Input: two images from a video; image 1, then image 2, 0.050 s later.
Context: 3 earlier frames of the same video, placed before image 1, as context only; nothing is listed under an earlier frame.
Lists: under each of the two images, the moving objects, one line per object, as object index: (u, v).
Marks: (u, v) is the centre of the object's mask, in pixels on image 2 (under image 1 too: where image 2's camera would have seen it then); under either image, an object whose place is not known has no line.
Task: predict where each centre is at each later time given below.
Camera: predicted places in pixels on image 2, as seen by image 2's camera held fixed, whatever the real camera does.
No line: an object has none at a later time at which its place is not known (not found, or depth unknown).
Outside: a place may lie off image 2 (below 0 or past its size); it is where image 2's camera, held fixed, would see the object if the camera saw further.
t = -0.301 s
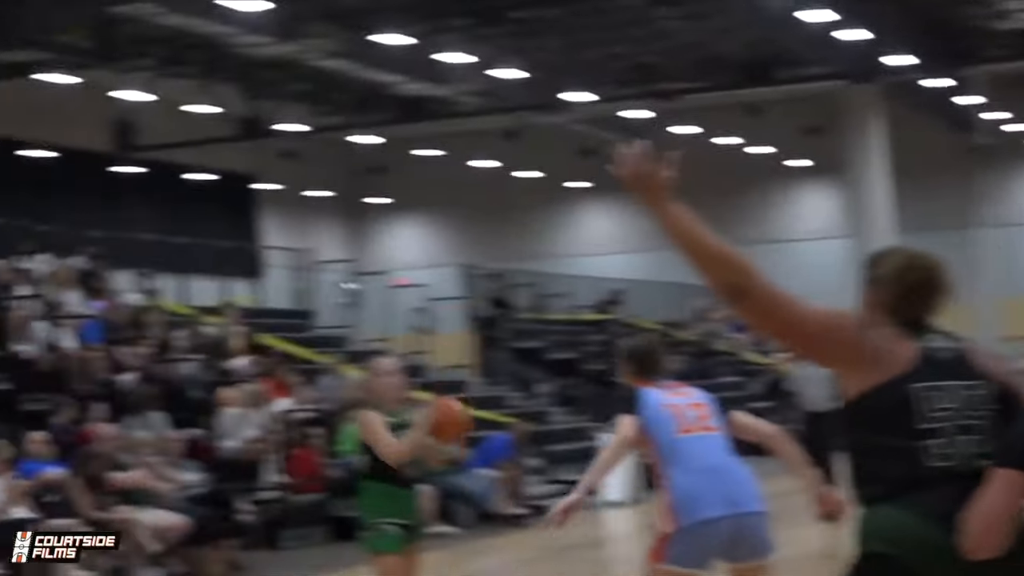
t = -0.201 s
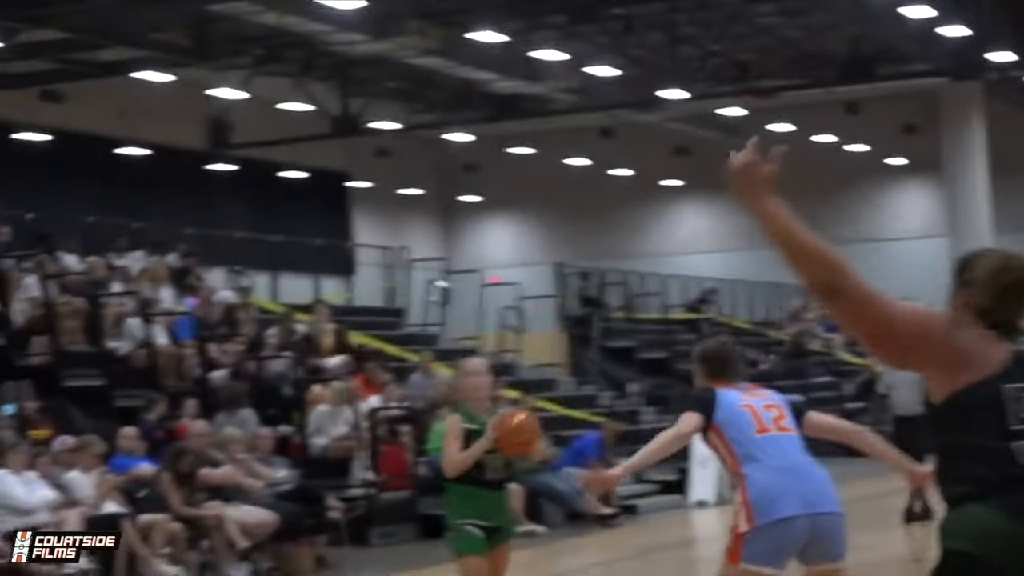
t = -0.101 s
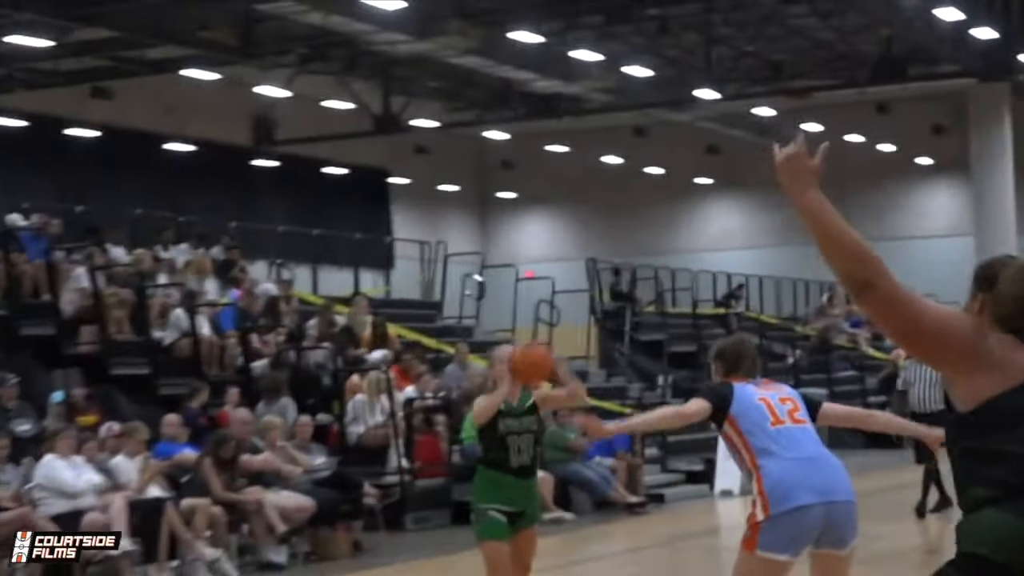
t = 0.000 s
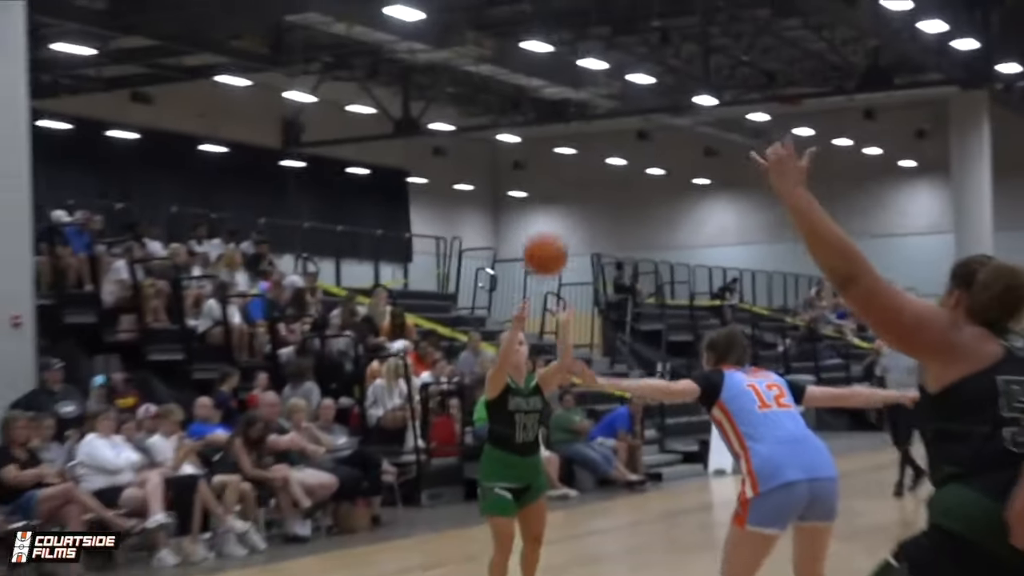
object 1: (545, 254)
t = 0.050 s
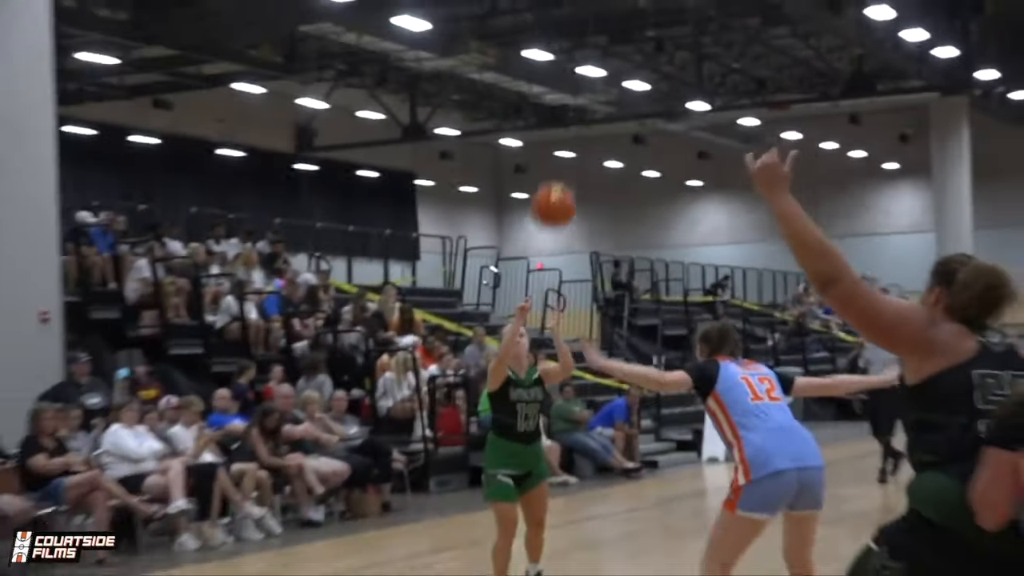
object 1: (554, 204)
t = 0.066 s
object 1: (559, 189)
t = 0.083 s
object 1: (561, 177)
